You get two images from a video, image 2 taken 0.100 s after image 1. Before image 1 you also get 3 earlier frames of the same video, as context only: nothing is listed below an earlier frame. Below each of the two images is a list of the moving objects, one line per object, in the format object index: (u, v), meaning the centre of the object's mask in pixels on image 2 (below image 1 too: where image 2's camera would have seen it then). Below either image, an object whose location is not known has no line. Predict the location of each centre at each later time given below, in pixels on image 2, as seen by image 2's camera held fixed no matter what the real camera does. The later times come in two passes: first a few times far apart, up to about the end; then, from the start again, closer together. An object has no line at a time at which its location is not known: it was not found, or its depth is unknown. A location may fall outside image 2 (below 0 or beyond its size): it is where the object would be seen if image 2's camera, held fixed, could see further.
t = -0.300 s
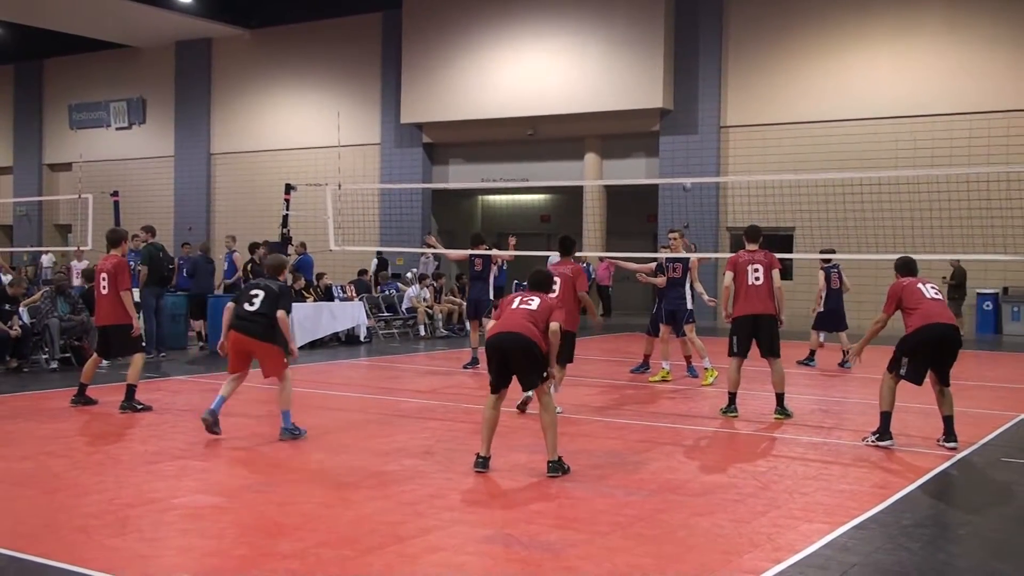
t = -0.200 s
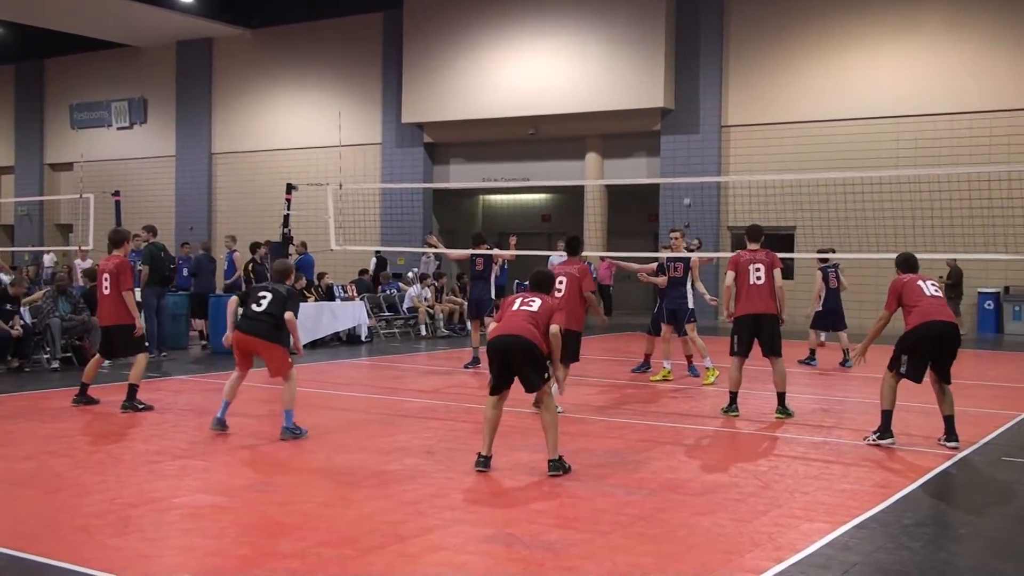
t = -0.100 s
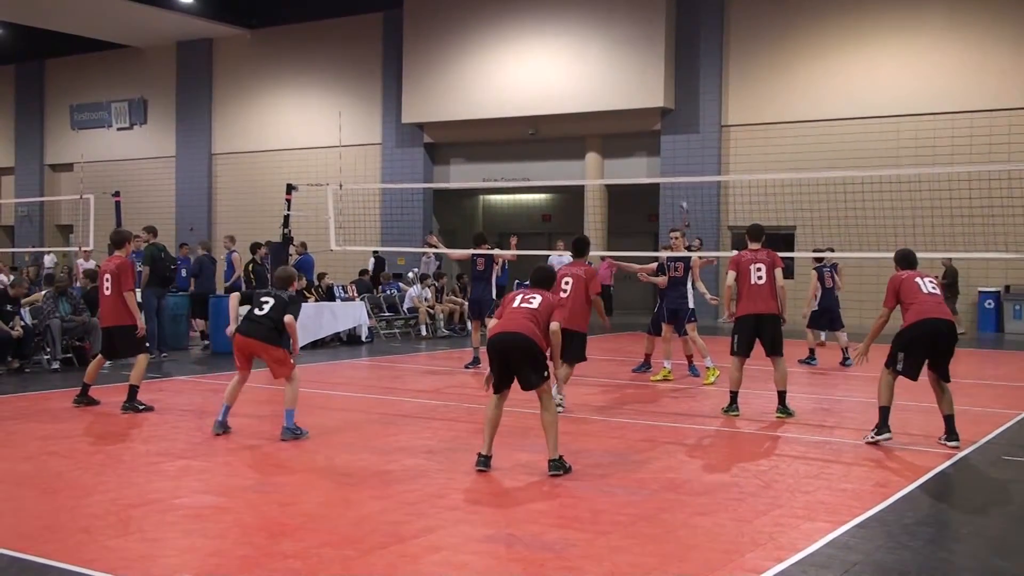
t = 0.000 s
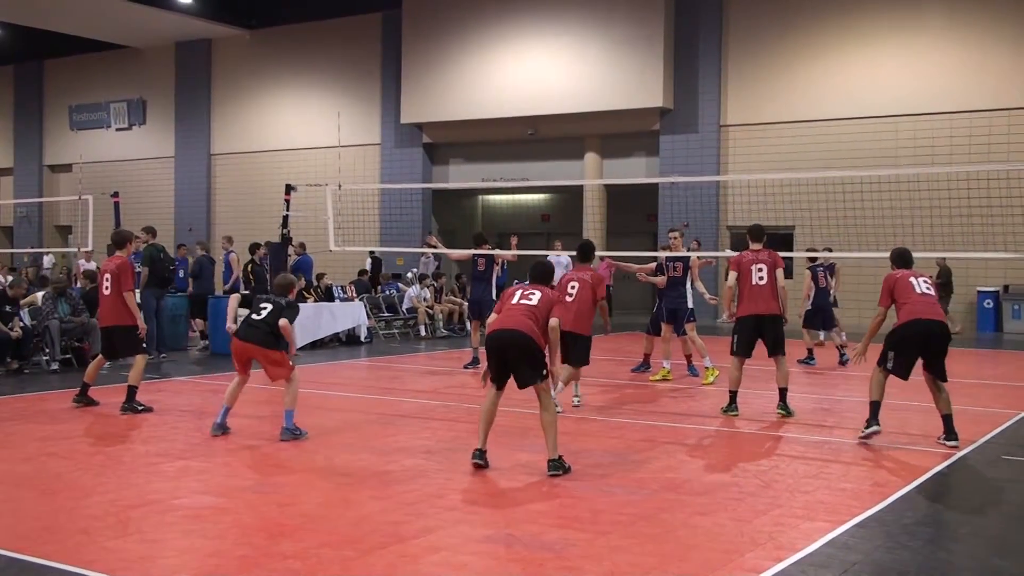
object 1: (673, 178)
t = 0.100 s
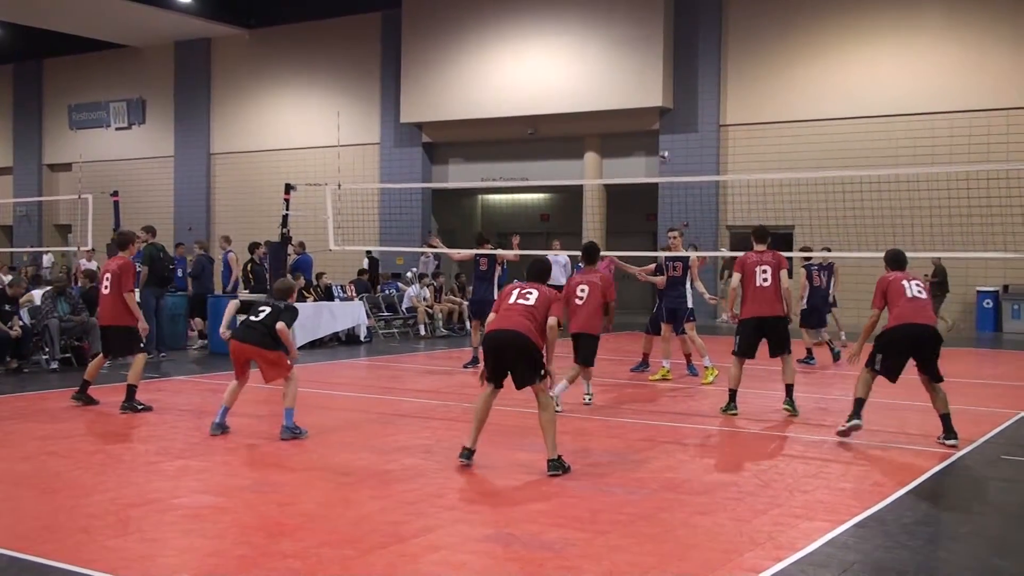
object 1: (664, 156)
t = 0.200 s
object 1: (655, 142)
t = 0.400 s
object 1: (637, 136)
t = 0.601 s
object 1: (617, 186)
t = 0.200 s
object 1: (655, 142)
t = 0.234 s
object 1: (652, 138)
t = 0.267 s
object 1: (650, 135)
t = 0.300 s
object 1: (647, 134)
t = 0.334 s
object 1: (643, 133)
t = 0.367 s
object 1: (640, 135)
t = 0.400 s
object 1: (637, 136)
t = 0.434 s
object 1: (633, 140)
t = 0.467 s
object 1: (631, 145)
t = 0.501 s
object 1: (628, 151)
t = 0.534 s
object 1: (624, 161)
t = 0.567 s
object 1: (619, 172)
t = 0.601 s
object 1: (617, 186)
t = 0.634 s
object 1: (614, 200)
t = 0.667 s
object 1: (612, 219)
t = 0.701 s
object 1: (608, 240)
